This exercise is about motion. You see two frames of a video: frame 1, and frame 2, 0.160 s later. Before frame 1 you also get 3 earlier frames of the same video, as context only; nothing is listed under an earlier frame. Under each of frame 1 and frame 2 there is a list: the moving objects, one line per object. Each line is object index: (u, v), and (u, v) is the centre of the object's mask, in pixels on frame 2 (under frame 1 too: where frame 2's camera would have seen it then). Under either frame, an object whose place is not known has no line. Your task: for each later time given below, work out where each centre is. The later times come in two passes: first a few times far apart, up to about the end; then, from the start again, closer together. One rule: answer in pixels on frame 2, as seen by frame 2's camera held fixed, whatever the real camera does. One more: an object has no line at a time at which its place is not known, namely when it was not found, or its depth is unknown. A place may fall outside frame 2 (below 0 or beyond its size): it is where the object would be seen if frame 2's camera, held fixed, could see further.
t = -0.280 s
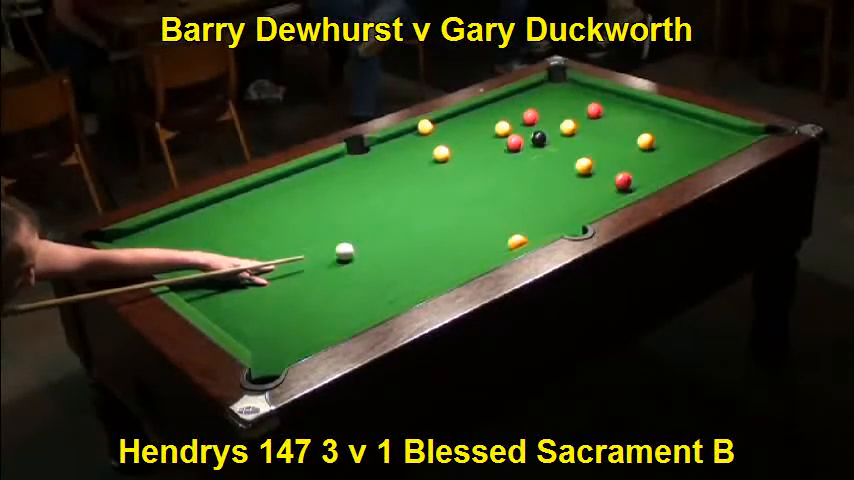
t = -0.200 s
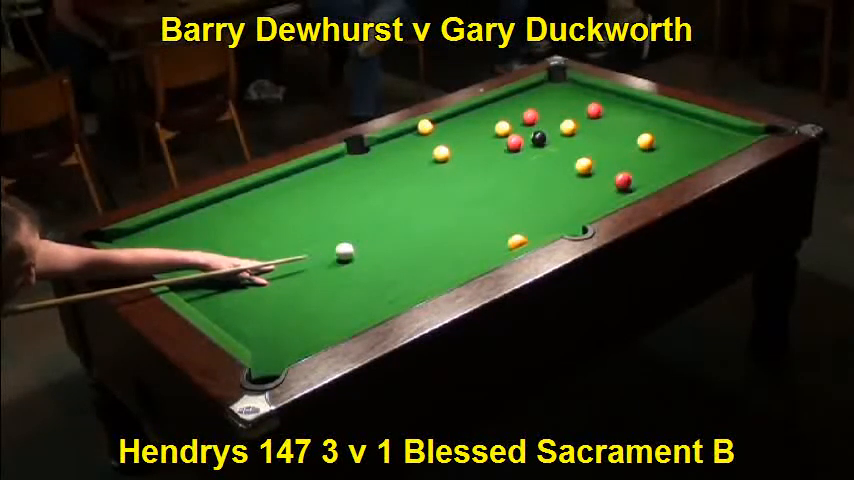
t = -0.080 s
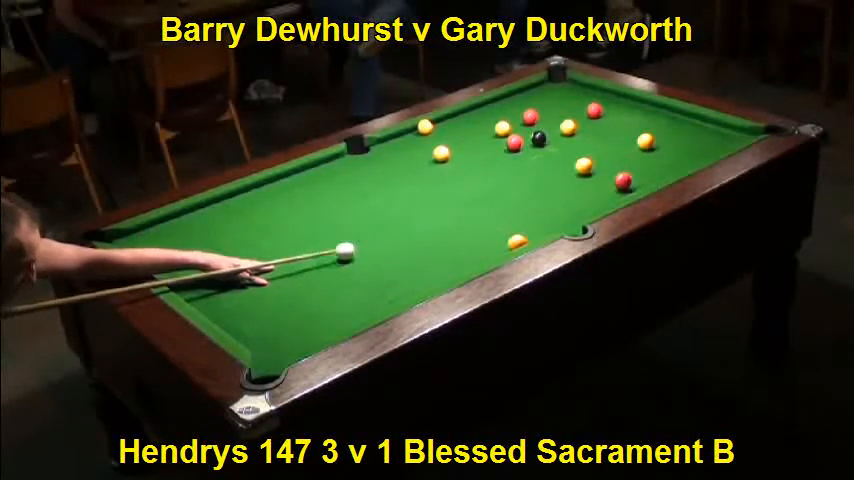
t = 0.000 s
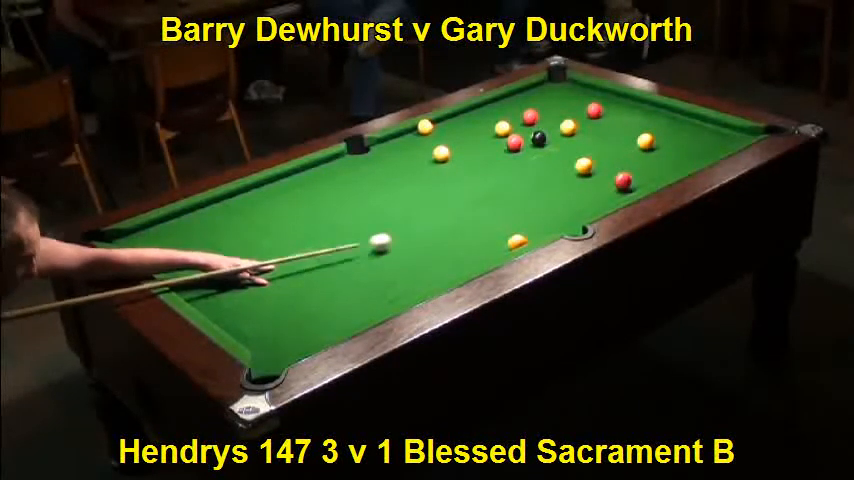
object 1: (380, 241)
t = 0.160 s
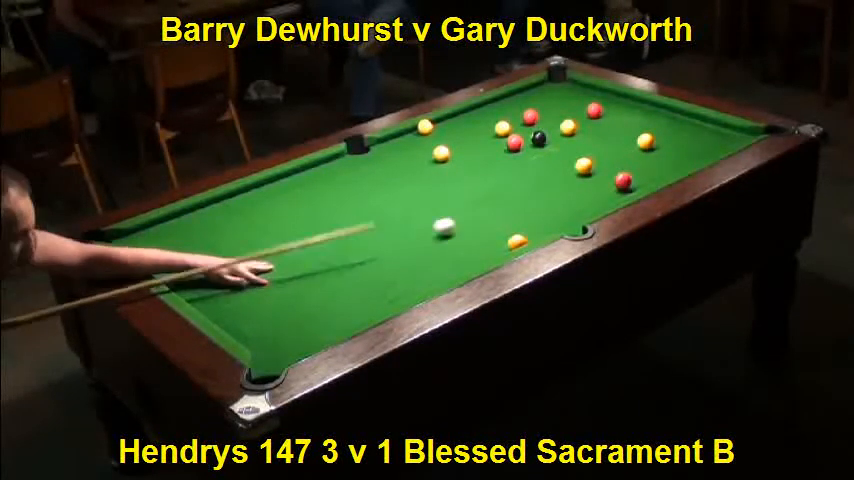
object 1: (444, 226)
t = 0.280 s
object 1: (490, 215)
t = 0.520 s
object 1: (574, 195)
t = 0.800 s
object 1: (621, 187)
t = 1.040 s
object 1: (636, 185)
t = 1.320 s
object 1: (634, 182)
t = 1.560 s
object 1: (633, 180)
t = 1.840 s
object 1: (633, 178)
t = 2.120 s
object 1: (632, 178)
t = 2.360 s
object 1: (632, 178)
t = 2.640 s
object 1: (632, 178)
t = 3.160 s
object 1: (633, 178)
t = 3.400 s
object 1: (632, 178)
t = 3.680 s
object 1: (633, 178)
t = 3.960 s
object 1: (632, 178)
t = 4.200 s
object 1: (633, 178)
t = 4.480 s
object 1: (632, 178)
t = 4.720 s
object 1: (632, 178)
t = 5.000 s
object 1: (633, 178)
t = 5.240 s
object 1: (632, 178)
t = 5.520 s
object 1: (632, 178)
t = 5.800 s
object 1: (632, 178)
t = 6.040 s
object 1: (632, 178)
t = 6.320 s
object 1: (632, 178)
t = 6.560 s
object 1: (632, 178)
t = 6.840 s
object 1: (632, 178)
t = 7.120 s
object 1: (632, 178)
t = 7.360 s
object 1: (632, 178)
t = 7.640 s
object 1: (632, 178)
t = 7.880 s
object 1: (632, 178)
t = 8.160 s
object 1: (632, 178)
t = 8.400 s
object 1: (632, 178)
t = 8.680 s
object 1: (632, 178)
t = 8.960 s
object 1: (632, 178)
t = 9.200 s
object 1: (632, 178)
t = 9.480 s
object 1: (632, 178)
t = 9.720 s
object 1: (632, 178)
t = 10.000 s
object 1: (632, 178)
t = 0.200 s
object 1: (459, 222)
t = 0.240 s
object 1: (474, 219)
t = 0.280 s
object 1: (490, 215)
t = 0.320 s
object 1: (504, 212)
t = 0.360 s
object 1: (519, 208)
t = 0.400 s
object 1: (533, 205)
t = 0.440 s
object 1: (547, 201)
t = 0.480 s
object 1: (561, 198)
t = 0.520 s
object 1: (574, 195)
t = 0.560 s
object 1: (587, 192)
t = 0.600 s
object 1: (600, 188)
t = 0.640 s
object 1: (609, 186)
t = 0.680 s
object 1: (612, 187)
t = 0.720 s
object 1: (615, 187)
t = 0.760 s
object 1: (618, 187)
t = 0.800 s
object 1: (621, 187)
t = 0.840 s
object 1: (625, 187)
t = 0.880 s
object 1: (628, 186)
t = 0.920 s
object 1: (631, 186)
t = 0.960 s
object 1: (634, 186)
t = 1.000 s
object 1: (637, 186)
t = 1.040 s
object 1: (636, 185)
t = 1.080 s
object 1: (636, 185)
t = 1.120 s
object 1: (635, 184)
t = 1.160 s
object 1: (635, 183)
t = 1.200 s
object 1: (635, 183)
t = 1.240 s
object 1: (634, 183)
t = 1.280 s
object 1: (634, 182)
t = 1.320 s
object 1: (634, 182)
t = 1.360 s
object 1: (634, 181)
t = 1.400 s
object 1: (634, 181)
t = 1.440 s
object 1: (633, 181)
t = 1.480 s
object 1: (633, 180)
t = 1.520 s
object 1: (633, 180)
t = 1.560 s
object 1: (633, 180)
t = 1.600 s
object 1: (633, 179)
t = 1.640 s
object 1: (633, 179)
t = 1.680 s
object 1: (633, 179)
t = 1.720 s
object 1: (633, 179)
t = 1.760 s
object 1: (633, 178)
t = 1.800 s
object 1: (633, 178)
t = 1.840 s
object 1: (633, 178)
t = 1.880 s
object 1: (632, 178)
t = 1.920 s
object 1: (633, 178)
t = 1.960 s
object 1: (632, 178)
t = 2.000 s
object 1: (632, 178)
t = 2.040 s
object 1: (632, 178)
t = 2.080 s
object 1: (632, 178)
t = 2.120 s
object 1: (632, 178)
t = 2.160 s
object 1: (632, 178)
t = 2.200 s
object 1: (633, 178)
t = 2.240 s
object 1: (632, 178)
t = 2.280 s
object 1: (632, 178)
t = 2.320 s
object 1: (632, 178)
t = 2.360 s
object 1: (632, 178)
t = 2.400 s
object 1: (632, 178)
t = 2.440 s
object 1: (632, 178)
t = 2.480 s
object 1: (632, 178)
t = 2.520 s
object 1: (632, 178)
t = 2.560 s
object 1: (632, 178)
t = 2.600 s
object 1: (632, 178)
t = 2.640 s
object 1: (632, 178)
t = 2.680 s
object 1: (632, 178)
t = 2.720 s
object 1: (632, 177)
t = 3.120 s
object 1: (632, 178)
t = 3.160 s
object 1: (633, 178)
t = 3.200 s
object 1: (632, 178)
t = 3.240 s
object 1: (632, 178)
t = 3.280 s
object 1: (632, 178)
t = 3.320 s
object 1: (632, 178)
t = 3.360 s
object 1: (632, 178)
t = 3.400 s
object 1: (632, 178)
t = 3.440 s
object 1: (632, 178)
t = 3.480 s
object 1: (632, 178)
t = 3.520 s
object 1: (632, 178)
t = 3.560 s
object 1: (633, 178)
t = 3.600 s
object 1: (633, 178)
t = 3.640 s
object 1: (633, 178)
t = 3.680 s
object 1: (633, 178)
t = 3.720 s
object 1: (633, 178)
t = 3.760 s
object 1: (633, 178)
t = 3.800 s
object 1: (633, 178)
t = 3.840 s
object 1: (632, 178)
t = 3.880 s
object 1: (632, 178)
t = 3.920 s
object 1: (632, 178)
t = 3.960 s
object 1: (632, 178)
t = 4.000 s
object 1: (632, 178)
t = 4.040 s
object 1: (633, 178)
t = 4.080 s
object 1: (633, 178)
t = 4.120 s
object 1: (633, 178)
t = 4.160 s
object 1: (633, 178)
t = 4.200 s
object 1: (633, 178)
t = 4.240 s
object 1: (633, 178)
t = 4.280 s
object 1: (633, 178)
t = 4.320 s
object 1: (632, 178)
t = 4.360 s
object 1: (632, 178)
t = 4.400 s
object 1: (632, 178)
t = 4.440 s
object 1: (632, 178)
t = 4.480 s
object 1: (632, 178)
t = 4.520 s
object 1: (632, 178)
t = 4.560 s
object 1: (632, 178)
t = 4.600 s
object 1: (632, 178)
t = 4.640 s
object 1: (632, 178)
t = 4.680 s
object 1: (632, 178)
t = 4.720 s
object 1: (632, 178)
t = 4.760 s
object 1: (632, 178)
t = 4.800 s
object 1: (633, 178)
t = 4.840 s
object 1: (633, 178)
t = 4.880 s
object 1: (633, 178)
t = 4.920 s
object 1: (633, 178)
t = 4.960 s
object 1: (633, 178)
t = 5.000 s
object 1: (633, 178)
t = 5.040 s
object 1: (633, 178)
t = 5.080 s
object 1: (633, 178)
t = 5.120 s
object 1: (633, 178)
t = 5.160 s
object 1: (633, 178)
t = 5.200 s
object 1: (632, 178)
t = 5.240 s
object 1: (632, 178)
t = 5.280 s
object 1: (632, 178)
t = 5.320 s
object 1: (632, 178)
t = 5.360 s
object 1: (632, 178)
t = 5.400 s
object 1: (632, 178)
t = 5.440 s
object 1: (632, 178)
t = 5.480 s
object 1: (632, 178)
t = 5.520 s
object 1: (632, 178)
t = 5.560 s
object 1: (632, 178)
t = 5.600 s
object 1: (632, 178)
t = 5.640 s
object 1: (632, 178)
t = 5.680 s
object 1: (632, 178)
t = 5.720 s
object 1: (632, 178)
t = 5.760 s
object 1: (632, 178)
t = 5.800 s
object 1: (632, 178)
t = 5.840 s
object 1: (632, 178)
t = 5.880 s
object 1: (632, 178)
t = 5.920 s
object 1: (632, 178)
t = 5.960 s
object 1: (632, 178)
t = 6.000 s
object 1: (632, 178)
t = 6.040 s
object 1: (632, 178)
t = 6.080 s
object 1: (632, 178)
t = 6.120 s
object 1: (632, 178)
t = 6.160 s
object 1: (632, 178)
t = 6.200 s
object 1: (632, 178)
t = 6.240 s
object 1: (632, 178)
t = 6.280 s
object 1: (632, 178)
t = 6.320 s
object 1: (632, 178)
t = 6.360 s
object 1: (632, 178)
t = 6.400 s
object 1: (632, 178)
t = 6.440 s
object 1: (632, 178)
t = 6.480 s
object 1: (632, 178)
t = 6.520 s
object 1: (632, 178)
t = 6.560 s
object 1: (632, 178)
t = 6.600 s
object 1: (632, 178)
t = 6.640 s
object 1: (632, 178)
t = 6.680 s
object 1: (632, 178)
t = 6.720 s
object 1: (632, 178)
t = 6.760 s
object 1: (632, 178)
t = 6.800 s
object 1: (632, 178)
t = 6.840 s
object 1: (632, 178)
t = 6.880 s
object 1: (632, 178)
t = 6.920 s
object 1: (632, 178)
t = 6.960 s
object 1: (632, 178)
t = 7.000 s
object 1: (632, 178)
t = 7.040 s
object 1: (632, 178)
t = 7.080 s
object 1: (632, 178)
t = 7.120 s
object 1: (632, 178)
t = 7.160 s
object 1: (632, 178)
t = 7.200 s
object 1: (632, 178)
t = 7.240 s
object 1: (632, 178)
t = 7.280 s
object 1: (632, 178)
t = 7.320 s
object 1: (632, 178)
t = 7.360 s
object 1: (632, 178)
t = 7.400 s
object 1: (632, 178)
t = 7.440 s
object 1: (632, 178)
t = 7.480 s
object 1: (632, 178)
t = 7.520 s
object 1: (632, 178)
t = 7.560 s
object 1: (632, 178)
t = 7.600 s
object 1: (632, 178)
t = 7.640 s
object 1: (632, 178)
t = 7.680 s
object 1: (632, 178)
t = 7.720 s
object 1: (632, 178)
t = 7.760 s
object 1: (632, 178)
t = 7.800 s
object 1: (632, 178)
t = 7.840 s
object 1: (632, 178)
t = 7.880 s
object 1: (632, 178)
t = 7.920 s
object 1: (632, 178)
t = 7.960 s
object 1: (632, 178)
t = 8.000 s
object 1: (632, 178)
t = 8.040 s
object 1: (632, 178)
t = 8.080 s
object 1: (632, 178)
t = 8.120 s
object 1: (632, 178)
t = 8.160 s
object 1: (632, 178)
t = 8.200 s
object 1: (632, 178)
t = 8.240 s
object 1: (632, 178)
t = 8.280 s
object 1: (632, 178)
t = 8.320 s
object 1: (632, 178)
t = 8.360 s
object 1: (632, 178)
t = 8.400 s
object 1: (632, 178)
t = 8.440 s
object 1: (632, 178)
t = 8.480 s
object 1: (632, 178)
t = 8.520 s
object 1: (632, 178)
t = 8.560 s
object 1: (632, 178)
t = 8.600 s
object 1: (632, 178)
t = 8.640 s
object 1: (632, 178)
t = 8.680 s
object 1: (632, 178)
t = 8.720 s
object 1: (632, 178)
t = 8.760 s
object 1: (632, 178)
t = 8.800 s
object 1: (632, 178)
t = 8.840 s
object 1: (632, 178)
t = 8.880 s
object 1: (632, 178)
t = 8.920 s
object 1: (632, 178)
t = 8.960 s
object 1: (632, 178)
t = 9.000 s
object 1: (632, 178)
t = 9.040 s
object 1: (632, 178)
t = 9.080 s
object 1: (632, 178)
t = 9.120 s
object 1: (632, 178)
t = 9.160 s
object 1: (632, 178)
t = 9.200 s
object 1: (632, 178)
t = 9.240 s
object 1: (632, 178)
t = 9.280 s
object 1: (632, 178)
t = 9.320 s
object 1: (632, 178)
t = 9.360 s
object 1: (632, 178)
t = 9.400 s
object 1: (632, 178)
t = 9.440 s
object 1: (632, 178)
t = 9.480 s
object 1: (632, 178)
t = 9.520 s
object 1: (632, 178)
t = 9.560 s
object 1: (632, 178)
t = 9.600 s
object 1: (632, 178)
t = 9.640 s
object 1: (632, 178)
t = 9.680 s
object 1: (632, 178)
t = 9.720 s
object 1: (632, 178)
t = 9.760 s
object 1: (632, 178)
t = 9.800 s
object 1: (632, 178)
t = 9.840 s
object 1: (632, 178)
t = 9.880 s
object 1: (632, 178)
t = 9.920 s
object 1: (632, 178)
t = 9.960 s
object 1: (632, 178)
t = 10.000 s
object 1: (632, 178)
